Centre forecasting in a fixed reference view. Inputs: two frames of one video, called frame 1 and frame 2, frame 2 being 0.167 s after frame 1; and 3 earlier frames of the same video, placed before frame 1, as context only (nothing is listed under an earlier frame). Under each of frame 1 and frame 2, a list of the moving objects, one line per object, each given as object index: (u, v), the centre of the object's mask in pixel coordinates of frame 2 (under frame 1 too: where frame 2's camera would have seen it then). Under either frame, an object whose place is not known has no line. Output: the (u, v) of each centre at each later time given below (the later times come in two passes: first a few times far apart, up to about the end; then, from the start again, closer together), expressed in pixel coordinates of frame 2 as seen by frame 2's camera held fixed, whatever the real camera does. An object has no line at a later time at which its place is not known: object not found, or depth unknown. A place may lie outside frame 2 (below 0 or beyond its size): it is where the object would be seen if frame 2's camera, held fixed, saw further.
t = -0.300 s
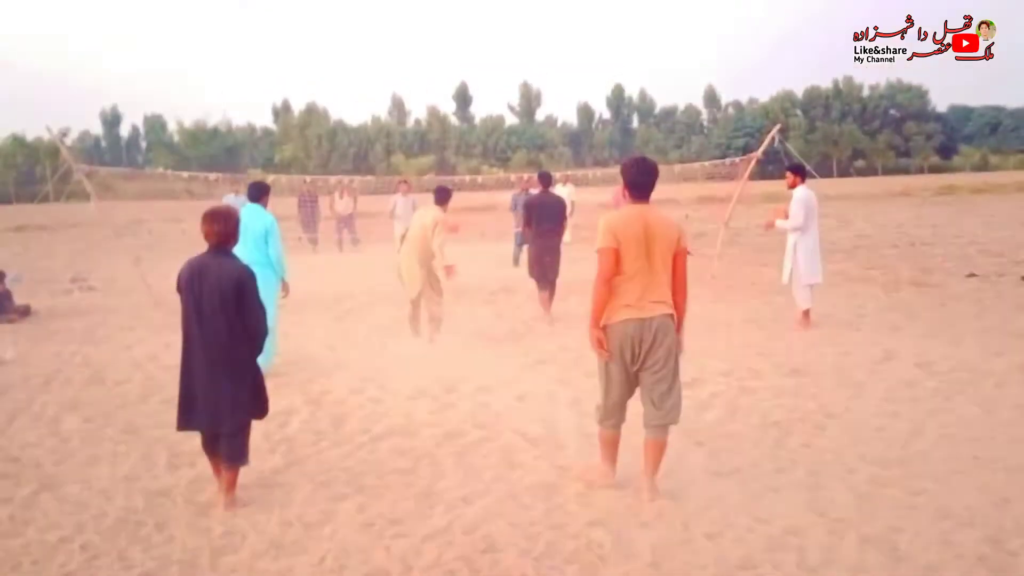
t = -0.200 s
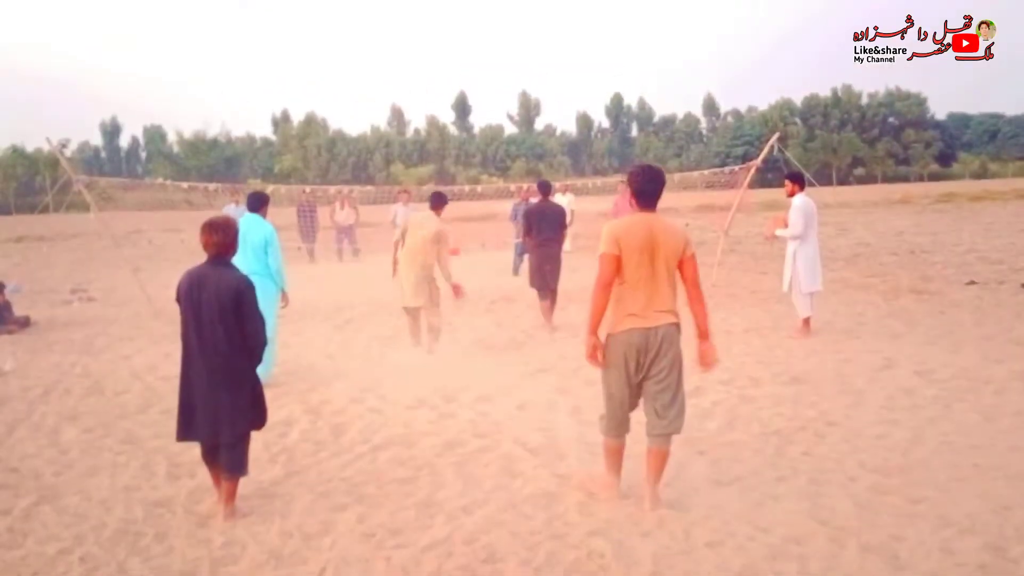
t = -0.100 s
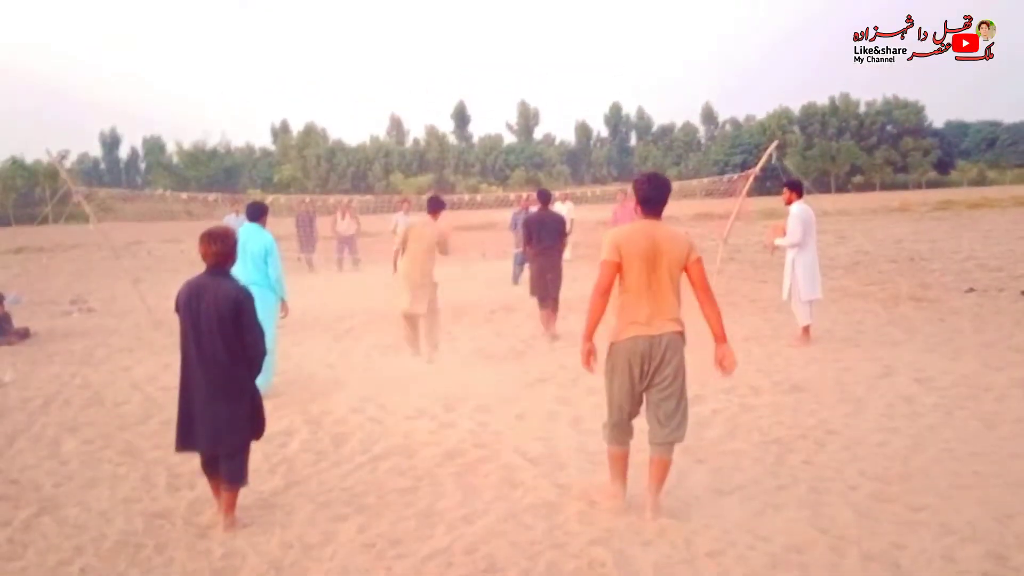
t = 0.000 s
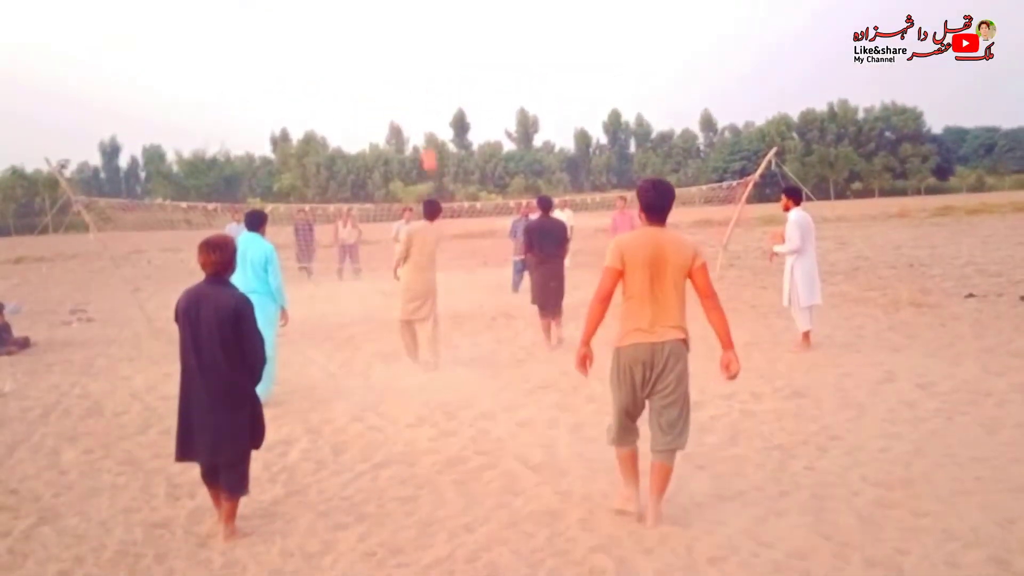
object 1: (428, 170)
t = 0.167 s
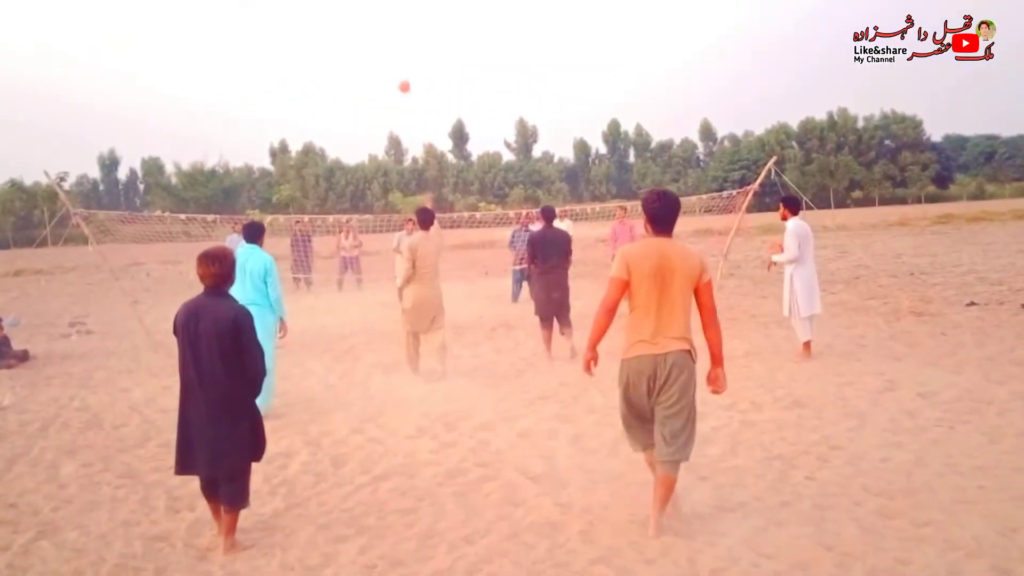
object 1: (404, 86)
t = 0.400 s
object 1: (379, 30)
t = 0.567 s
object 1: (367, 21)
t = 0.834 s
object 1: (354, 44)
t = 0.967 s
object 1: (349, 68)
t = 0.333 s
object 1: (385, 40)
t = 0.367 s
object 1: (382, 35)
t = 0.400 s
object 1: (379, 30)
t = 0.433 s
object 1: (377, 27)
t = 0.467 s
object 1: (374, 24)
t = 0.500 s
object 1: (371, 22)
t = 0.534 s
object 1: (369, 22)
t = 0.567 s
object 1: (367, 21)
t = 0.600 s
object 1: (365, 22)
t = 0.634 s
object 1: (363, 23)
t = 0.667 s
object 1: (361, 26)
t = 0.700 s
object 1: (360, 28)
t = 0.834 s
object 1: (354, 44)
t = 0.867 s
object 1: (353, 49)
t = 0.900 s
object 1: (352, 55)
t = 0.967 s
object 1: (349, 68)
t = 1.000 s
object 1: (348, 75)
